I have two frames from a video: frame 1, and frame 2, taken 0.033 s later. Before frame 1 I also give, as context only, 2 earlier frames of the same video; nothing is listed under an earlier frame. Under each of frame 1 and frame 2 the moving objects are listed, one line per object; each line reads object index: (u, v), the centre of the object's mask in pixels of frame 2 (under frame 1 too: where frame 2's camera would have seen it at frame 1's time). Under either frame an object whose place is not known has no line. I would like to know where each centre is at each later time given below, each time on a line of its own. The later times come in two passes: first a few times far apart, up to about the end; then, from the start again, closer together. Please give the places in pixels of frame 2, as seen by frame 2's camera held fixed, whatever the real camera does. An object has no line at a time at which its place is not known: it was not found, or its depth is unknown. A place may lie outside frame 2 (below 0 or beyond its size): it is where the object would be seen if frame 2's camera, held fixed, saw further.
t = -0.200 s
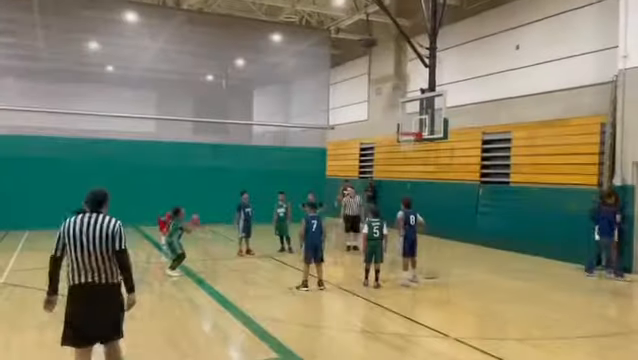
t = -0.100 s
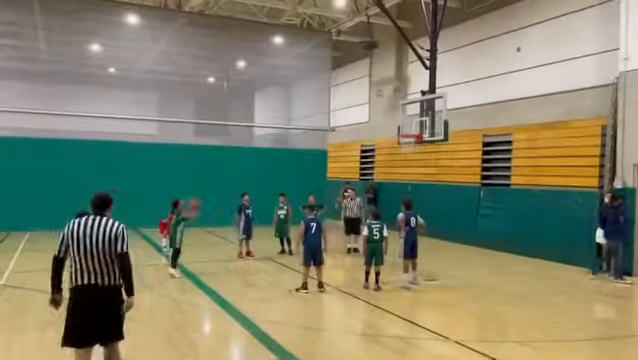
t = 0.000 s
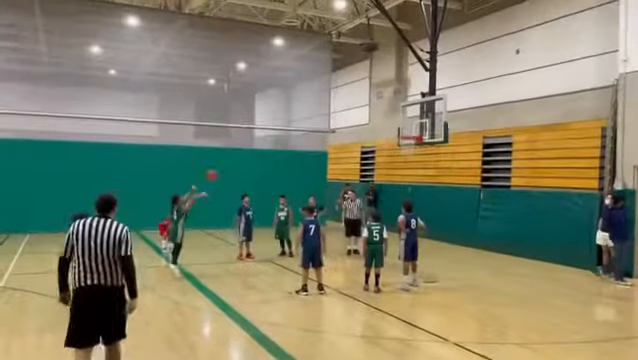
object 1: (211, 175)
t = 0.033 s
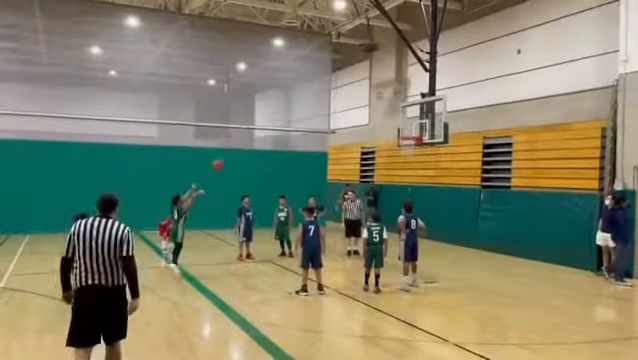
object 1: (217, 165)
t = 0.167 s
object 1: (244, 131)
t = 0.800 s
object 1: (354, 85)
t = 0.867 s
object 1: (363, 90)
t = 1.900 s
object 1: (408, 156)
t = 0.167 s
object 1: (244, 131)
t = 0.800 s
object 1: (354, 85)
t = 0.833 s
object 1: (359, 87)
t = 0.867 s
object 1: (363, 90)
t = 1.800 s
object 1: (410, 149)
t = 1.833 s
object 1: (410, 150)
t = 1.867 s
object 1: (408, 151)
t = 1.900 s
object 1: (408, 156)
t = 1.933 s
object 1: (406, 159)
